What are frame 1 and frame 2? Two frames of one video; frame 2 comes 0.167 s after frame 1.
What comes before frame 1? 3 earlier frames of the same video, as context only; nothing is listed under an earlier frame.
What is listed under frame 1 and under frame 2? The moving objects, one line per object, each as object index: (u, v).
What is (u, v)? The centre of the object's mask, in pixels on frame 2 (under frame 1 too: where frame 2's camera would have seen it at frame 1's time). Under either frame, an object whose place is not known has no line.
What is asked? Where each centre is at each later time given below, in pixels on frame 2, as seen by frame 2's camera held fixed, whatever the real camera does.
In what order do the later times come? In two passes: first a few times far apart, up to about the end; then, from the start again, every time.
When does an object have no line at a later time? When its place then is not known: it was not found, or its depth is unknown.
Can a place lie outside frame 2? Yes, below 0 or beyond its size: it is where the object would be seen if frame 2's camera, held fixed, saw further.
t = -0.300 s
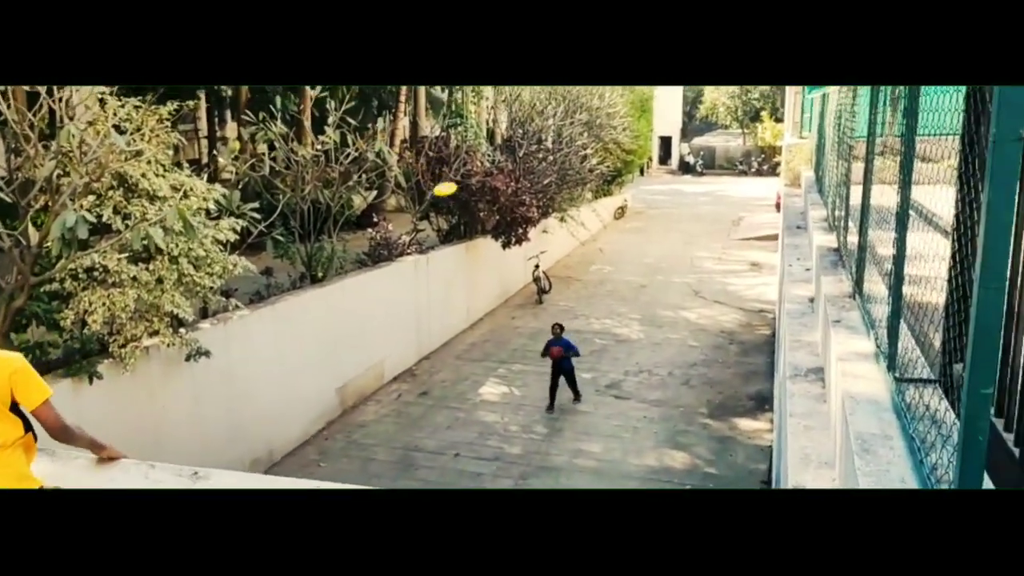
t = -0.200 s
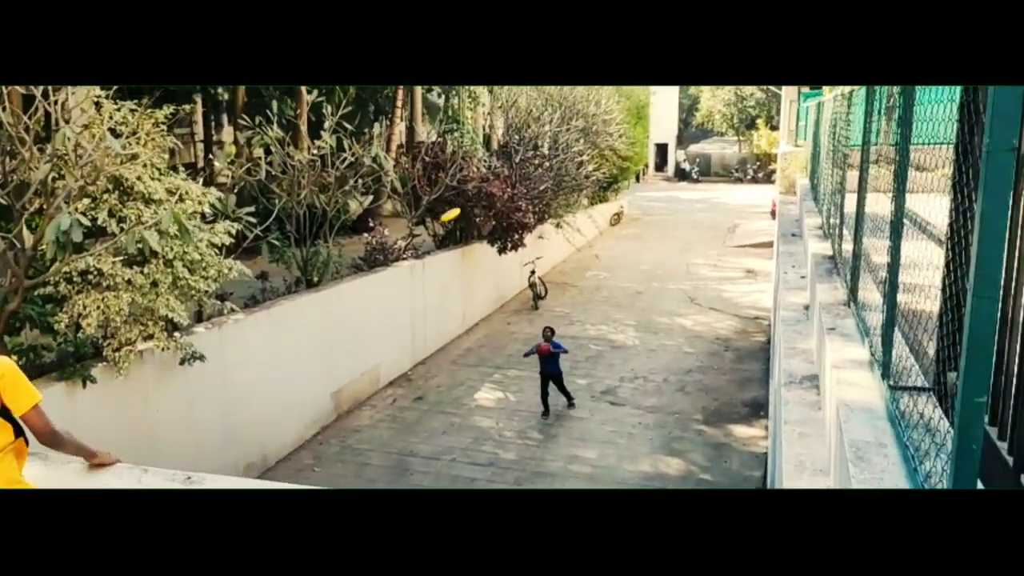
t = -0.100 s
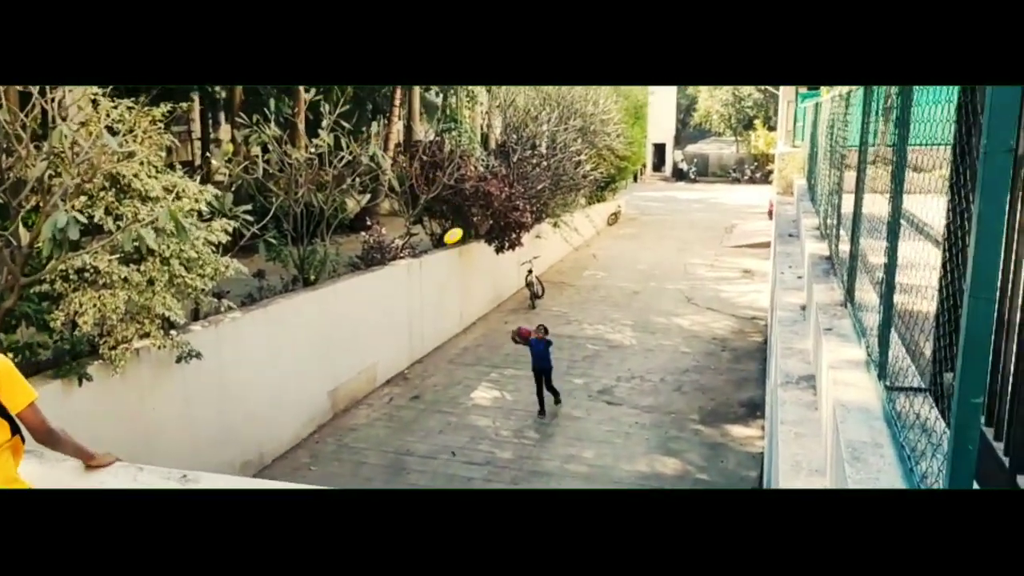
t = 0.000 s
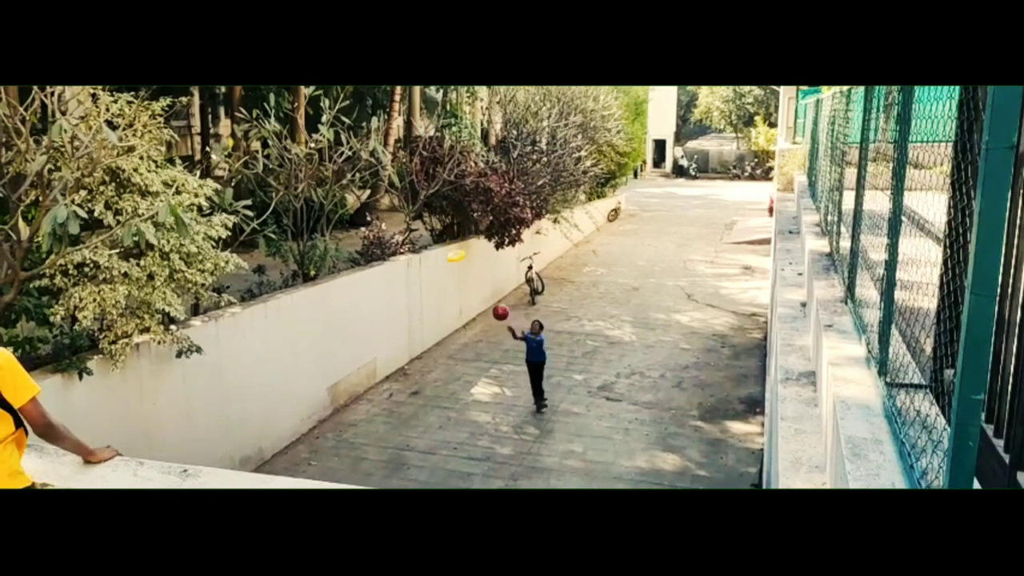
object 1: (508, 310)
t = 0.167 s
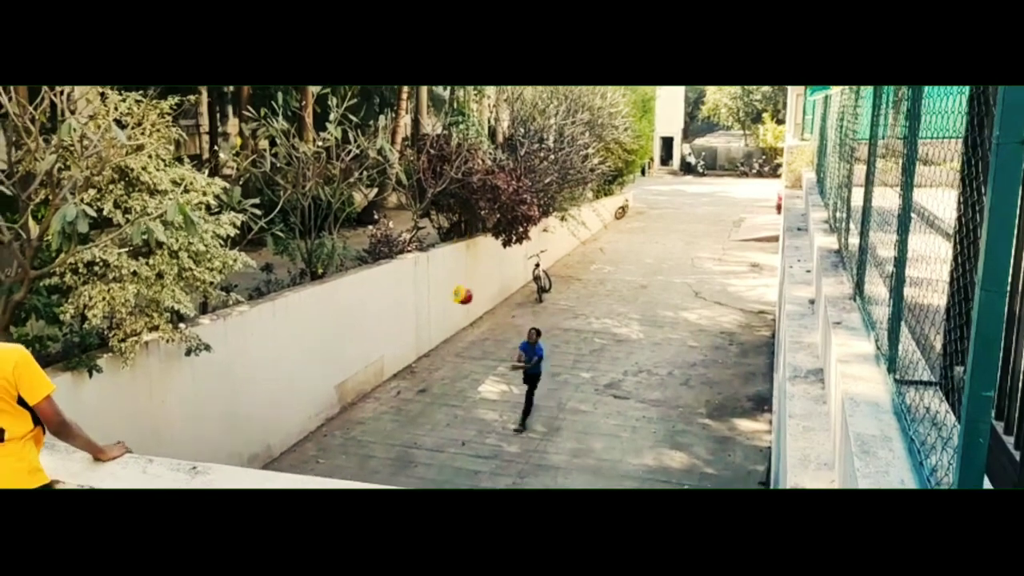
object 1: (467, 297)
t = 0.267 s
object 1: (444, 301)
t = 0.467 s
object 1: (405, 340)
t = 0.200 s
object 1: (457, 297)
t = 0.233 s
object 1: (450, 299)
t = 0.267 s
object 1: (444, 301)
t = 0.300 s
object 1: (438, 305)
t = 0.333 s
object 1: (432, 309)
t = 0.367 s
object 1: (426, 315)
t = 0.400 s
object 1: (419, 322)
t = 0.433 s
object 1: (412, 330)
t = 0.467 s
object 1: (405, 340)
